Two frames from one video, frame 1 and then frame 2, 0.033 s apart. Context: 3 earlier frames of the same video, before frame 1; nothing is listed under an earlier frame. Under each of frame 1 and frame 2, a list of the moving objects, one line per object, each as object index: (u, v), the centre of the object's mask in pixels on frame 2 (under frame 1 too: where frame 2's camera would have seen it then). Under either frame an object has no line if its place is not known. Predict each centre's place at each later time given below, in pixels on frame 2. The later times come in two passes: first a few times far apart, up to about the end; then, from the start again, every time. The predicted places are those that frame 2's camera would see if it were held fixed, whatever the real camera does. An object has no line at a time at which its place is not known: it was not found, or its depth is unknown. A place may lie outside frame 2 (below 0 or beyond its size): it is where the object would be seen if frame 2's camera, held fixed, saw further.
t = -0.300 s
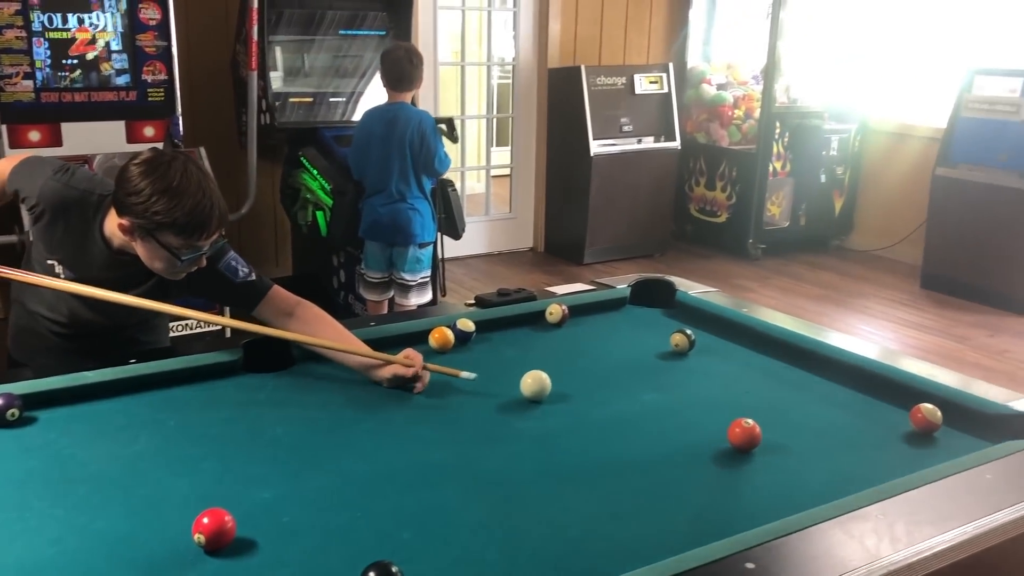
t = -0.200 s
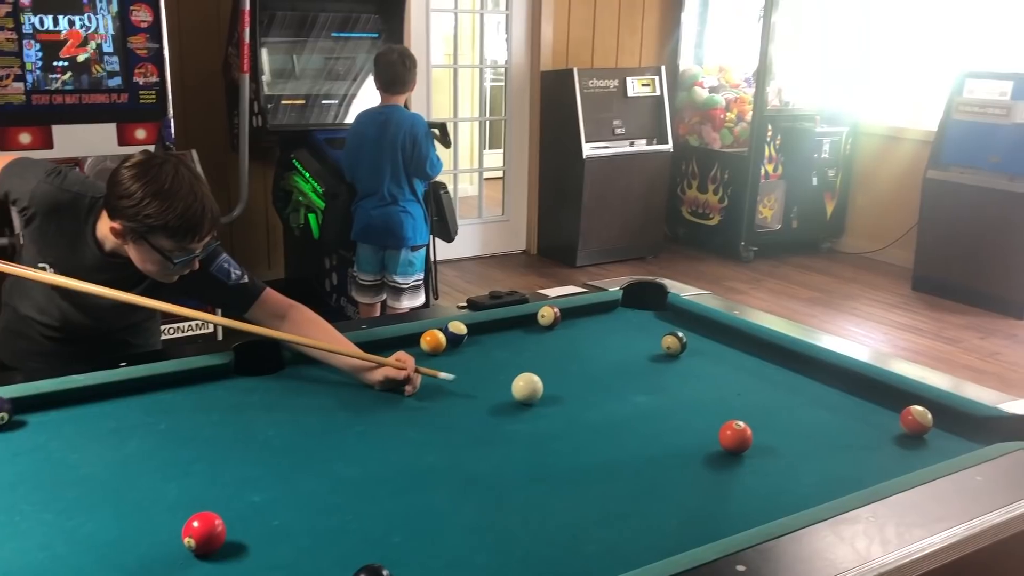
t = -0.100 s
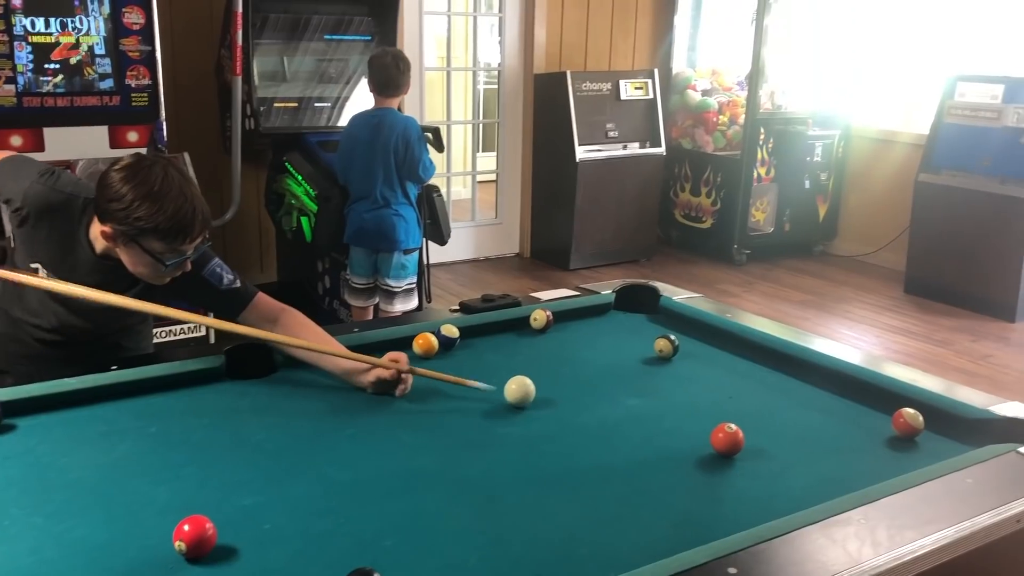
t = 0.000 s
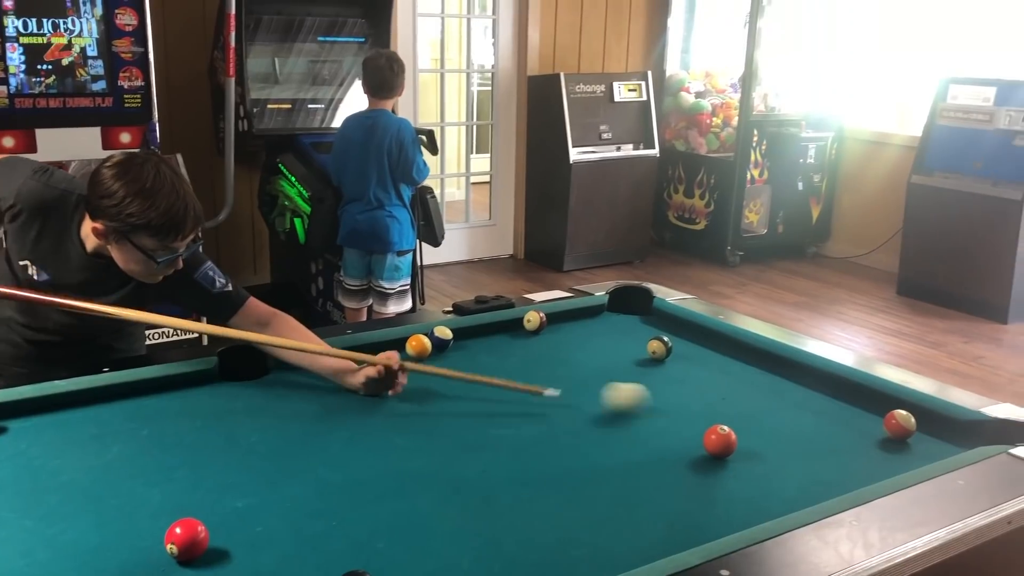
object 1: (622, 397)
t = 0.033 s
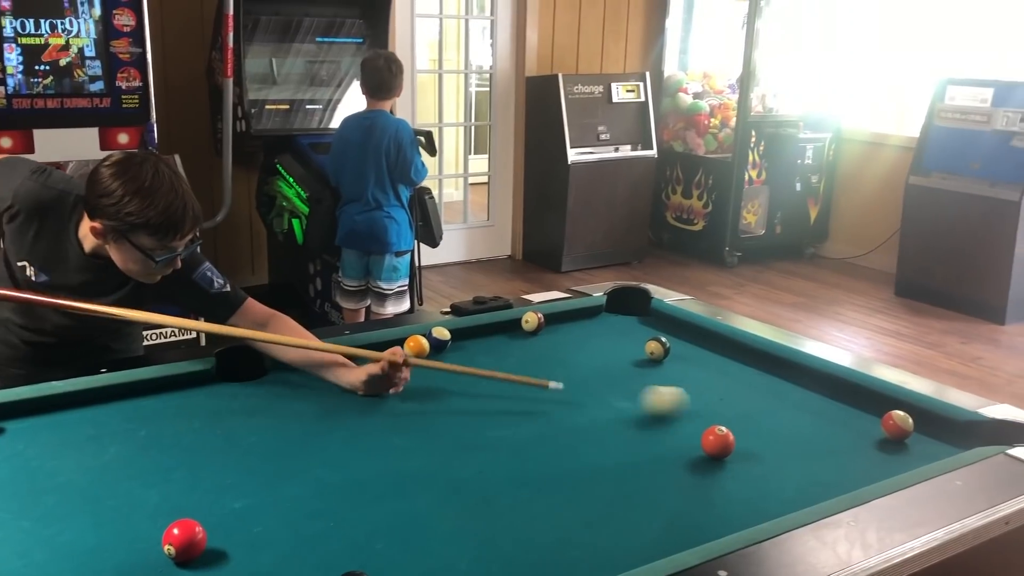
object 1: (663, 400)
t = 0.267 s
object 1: (899, 408)
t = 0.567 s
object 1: (847, 468)
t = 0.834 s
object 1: (754, 501)
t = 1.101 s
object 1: (626, 518)
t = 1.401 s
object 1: (477, 537)
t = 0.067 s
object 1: (703, 402)
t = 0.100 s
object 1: (742, 404)
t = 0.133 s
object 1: (778, 406)
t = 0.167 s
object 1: (814, 408)
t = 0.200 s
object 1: (848, 410)
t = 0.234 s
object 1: (875, 410)
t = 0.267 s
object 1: (899, 408)
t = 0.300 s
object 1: (900, 411)
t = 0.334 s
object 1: (892, 418)
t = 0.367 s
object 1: (883, 427)
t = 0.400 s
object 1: (876, 434)
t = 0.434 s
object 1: (870, 440)
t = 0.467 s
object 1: (865, 446)
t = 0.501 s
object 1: (859, 454)
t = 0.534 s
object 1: (854, 460)
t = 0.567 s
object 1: (847, 468)
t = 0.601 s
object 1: (841, 474)
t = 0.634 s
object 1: (834, 480)
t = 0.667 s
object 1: (827, 486)
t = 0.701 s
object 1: (814, 490)
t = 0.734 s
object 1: (799, 493)
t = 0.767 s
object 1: (784, 496)
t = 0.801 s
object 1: (769, 498)
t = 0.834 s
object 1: (754, 501)
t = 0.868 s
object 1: (738, 504)
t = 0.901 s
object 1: (723, 506)
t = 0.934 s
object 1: (707, 507)
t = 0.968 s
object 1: (691, 509)
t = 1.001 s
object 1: (675, 511)
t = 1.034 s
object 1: (659, 513)
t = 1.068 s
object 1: (643, 516)
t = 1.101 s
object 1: (626, 518)
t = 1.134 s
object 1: (611, 520)
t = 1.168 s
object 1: (594, 522)
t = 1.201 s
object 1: (578, 524)
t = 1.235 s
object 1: (561, 527)
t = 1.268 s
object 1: (545, 529)
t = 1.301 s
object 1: (528, 531)
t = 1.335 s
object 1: (511, 533)
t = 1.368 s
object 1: (494, 535)
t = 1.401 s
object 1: (477, 537)
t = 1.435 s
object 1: (460, 540)
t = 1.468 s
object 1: (442, 541)
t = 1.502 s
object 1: (425, 544)
